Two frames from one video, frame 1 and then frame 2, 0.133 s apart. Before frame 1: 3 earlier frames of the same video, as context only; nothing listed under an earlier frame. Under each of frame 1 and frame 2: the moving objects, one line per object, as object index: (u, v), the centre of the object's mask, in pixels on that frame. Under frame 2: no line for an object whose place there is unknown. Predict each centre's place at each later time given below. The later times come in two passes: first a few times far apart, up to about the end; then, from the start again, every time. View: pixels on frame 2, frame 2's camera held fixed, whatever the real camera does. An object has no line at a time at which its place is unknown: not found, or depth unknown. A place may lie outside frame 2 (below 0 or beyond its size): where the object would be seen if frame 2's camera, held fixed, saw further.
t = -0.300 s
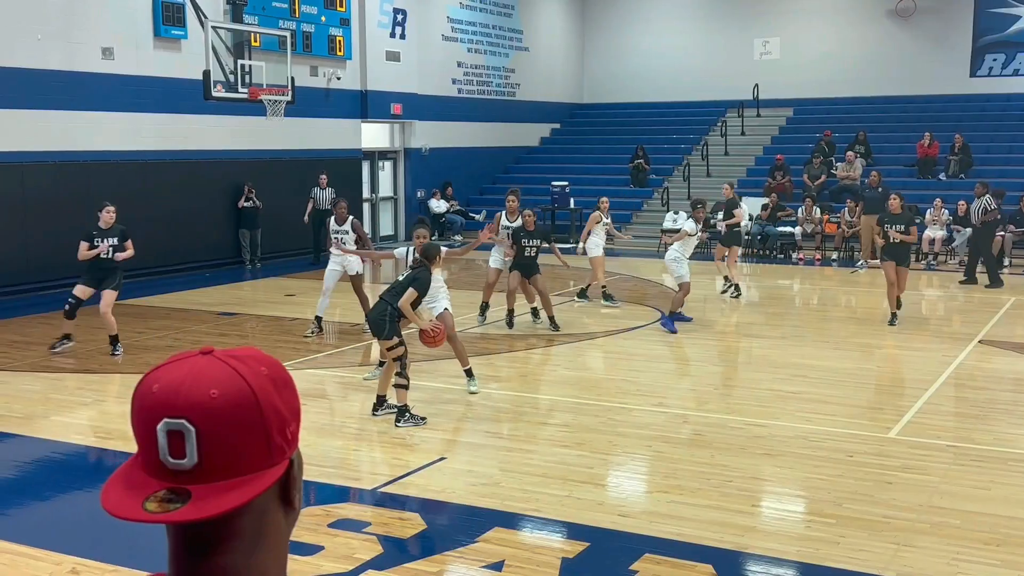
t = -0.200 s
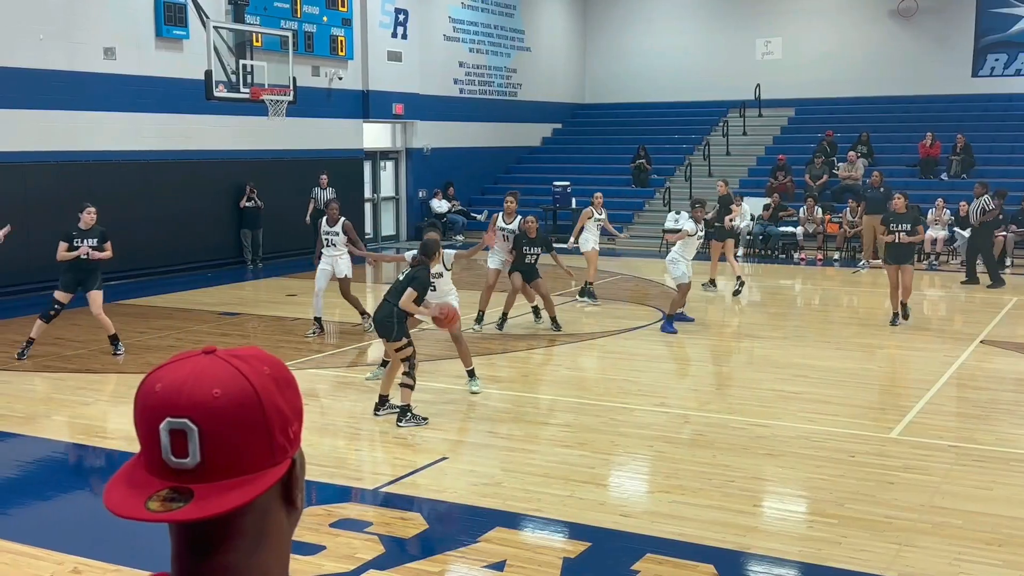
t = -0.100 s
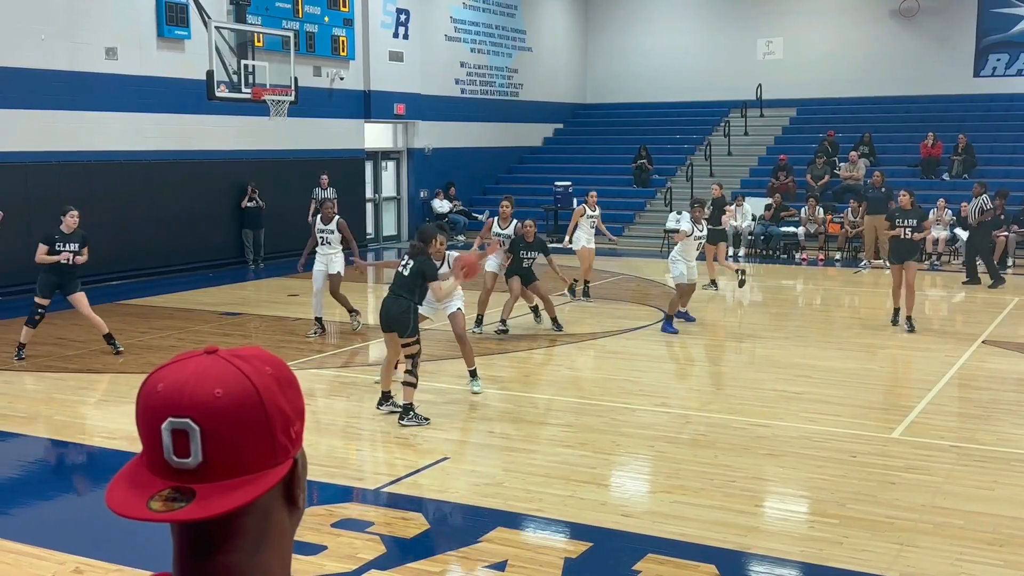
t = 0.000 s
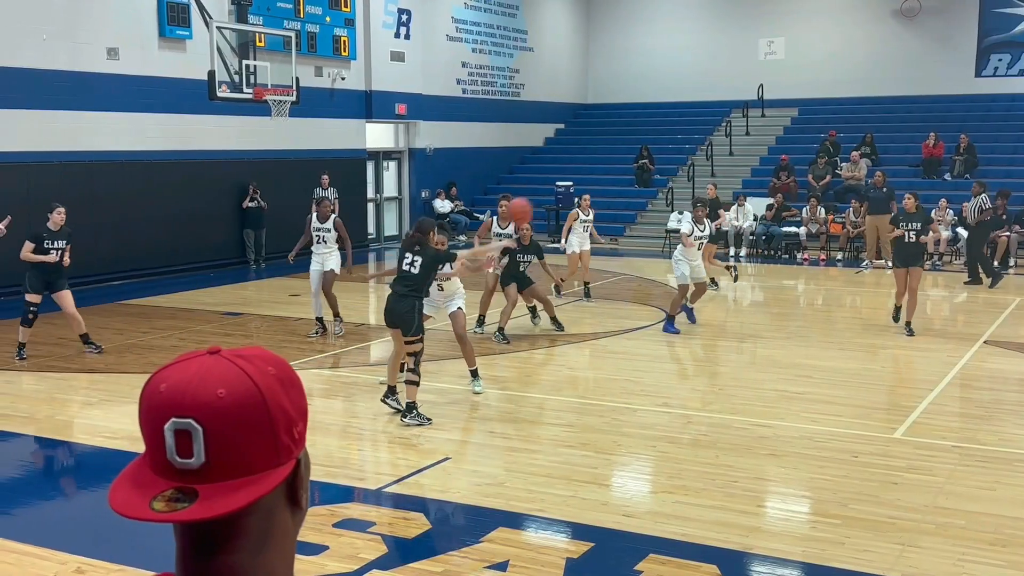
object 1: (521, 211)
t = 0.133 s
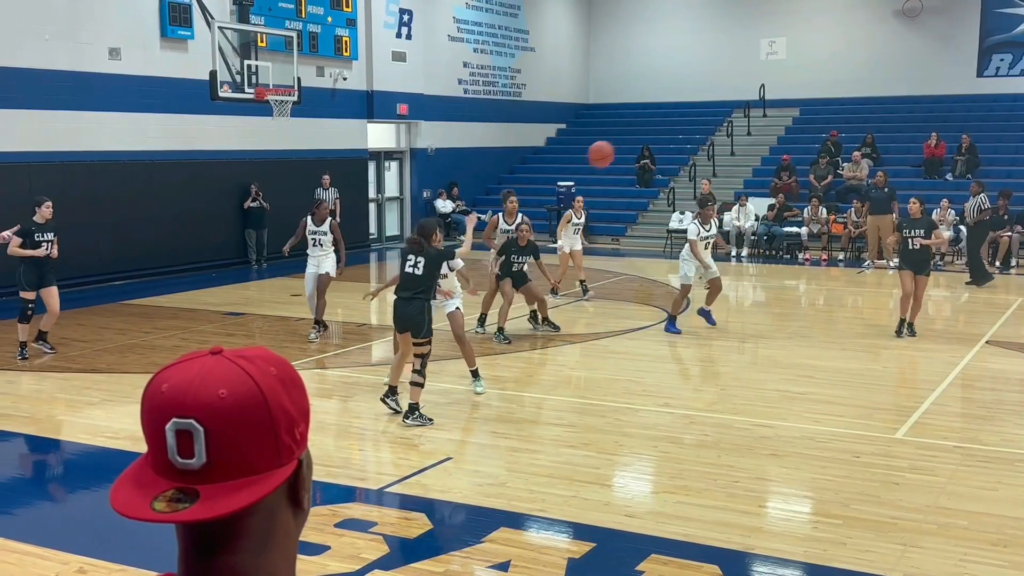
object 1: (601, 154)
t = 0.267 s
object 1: (673, 119)
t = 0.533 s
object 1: (799, 108)
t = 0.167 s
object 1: (620, 143)
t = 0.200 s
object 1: (638, 134)
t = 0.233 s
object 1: (657, 126)
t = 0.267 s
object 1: (673, 119)
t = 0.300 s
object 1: (691, 114)
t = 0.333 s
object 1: (707, 110)
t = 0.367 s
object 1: (723, 107)
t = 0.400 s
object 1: (739, 105)
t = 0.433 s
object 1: (755, 104)
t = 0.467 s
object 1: (770, 104)
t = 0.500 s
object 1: (785, 106)
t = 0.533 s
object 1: (799, 108)
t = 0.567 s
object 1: (813, 111)
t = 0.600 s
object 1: (826, 115)
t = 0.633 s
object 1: (840, 120)
